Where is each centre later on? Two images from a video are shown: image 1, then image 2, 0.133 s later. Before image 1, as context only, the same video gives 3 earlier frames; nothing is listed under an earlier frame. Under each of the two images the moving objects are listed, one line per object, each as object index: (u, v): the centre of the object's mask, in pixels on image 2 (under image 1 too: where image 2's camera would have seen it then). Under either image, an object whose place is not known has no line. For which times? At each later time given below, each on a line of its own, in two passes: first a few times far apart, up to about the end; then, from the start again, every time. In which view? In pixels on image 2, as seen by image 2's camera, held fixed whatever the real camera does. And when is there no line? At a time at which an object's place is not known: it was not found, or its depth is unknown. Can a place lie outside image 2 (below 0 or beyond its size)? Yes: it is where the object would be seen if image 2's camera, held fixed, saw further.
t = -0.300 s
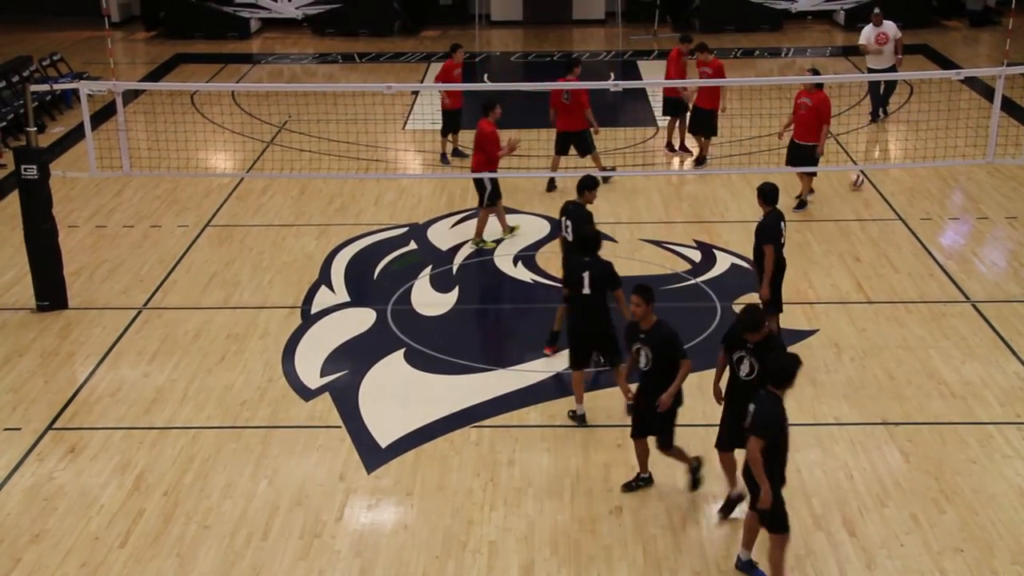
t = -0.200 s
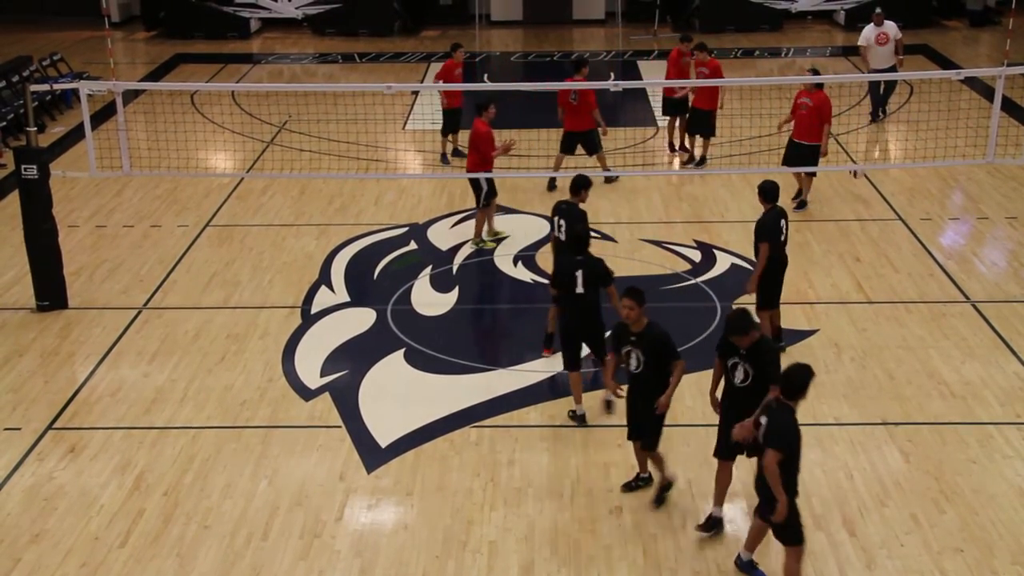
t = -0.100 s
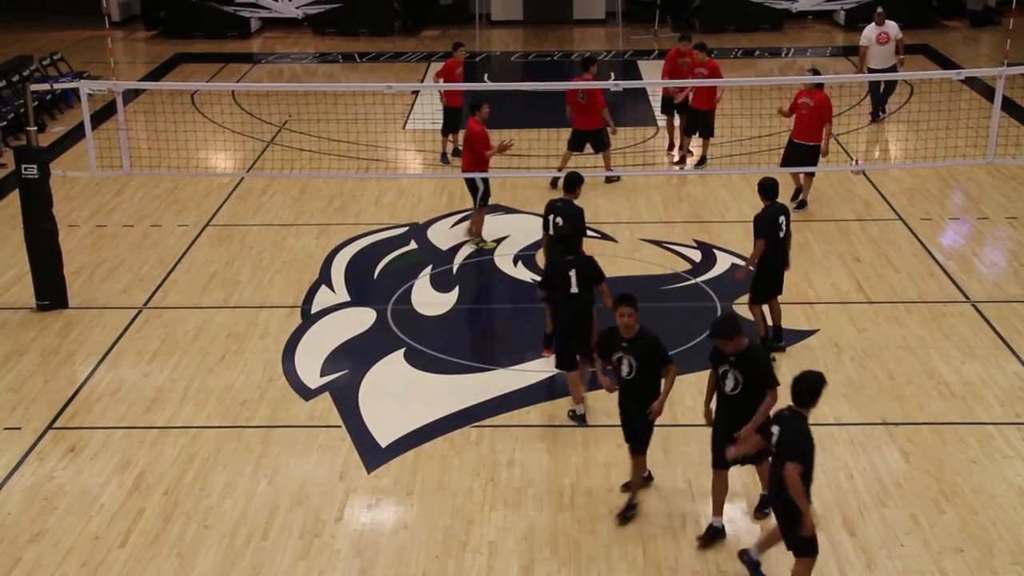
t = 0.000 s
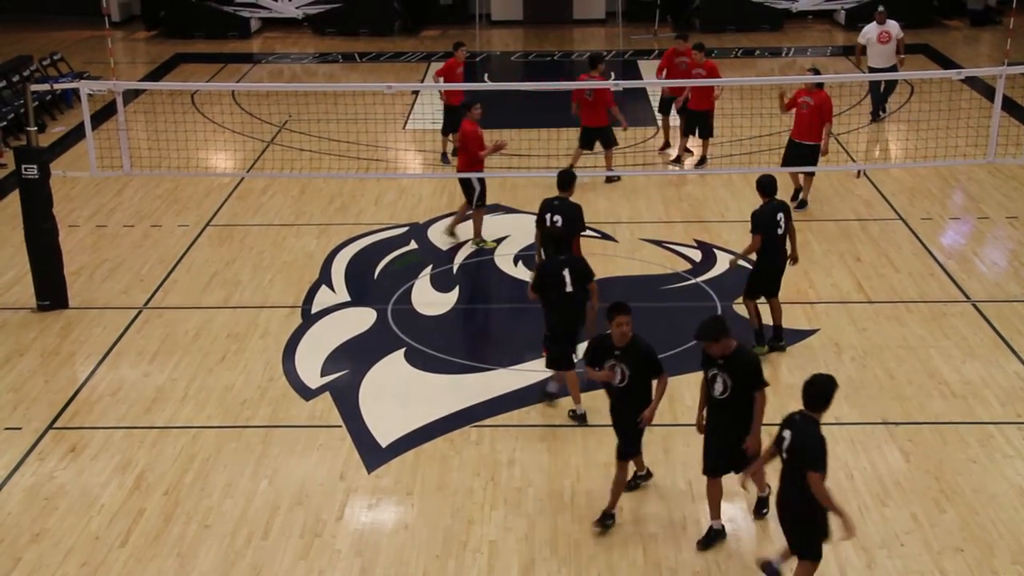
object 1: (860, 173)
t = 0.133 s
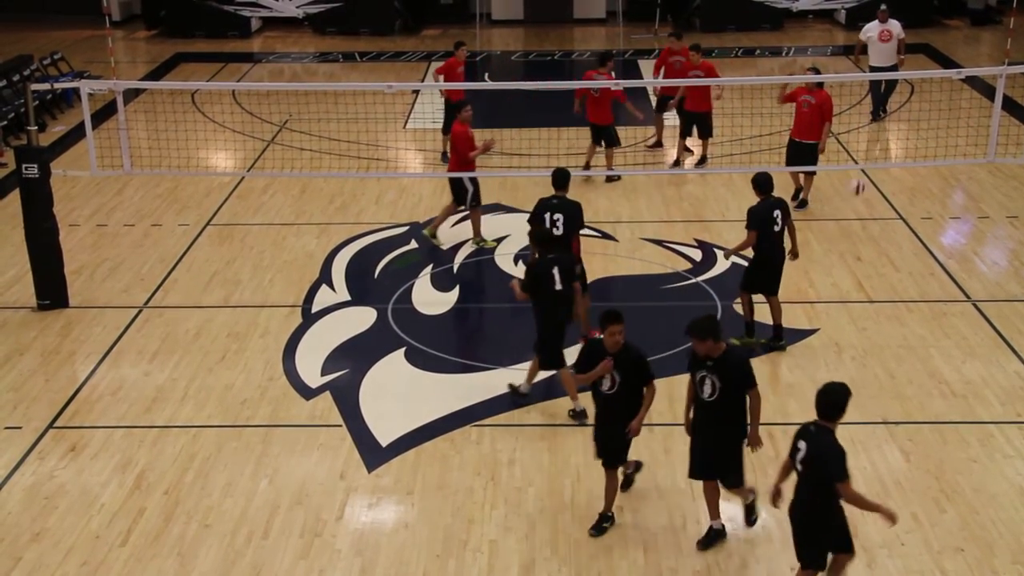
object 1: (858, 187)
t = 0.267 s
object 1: (853, 218)
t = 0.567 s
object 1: (850, 248)
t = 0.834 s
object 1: (844, 309)
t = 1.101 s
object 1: (839, 329)
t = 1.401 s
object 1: (828, 392)
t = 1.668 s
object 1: (816, 452)
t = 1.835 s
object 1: (808, 484)
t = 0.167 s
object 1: (855, 193)
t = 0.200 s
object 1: (854, 201)
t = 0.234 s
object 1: (854, 209)
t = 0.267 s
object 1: (853, 218)
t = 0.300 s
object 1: (852, 229)
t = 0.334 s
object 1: (851, 243)
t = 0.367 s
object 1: (851, 248)
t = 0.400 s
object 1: (851, 246)
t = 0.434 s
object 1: (851, 245)
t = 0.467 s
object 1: (850, 244)
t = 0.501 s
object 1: (850, 245)
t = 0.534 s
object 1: (851, 247)
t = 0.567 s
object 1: (850, 248)
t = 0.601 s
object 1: (849, 251)
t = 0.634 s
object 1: (849, 256)
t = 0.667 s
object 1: (848, 262)
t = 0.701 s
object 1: (848, 269)
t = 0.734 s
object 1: (846, 276)
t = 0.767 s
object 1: (845, 285)
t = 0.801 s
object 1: (845, 295)
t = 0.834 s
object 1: (844, 309)
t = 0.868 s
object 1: (843, 315)
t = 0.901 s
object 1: (842, 313)
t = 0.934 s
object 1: (842, 313)
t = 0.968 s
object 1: (842, 314)
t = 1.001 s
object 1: (841, 316)
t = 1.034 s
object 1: (840, 319)
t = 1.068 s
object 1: (839, 324)
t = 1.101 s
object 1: (839, 329)
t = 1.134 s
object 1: (838, 336)
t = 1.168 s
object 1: (837, 344)
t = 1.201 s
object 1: (835, 353)
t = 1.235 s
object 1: (834, 363)
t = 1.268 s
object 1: (834, 378)
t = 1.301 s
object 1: (832, 384)
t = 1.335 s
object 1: (830, 385)
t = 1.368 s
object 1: (830, 388)
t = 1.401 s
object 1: (828, 392)
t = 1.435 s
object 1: (827, 396)
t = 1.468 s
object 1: (825, 402)
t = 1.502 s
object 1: (824, 409)
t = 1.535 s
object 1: (823, 418)
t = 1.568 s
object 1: (821, 428)
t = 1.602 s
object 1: (819, 442)
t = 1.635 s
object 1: (817, 451)
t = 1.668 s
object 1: (816, 452)
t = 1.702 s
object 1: (815, 456)
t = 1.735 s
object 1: (813, 460)
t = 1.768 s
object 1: (812, 466)
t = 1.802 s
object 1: (809, 475)
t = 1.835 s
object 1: (808, 484)
